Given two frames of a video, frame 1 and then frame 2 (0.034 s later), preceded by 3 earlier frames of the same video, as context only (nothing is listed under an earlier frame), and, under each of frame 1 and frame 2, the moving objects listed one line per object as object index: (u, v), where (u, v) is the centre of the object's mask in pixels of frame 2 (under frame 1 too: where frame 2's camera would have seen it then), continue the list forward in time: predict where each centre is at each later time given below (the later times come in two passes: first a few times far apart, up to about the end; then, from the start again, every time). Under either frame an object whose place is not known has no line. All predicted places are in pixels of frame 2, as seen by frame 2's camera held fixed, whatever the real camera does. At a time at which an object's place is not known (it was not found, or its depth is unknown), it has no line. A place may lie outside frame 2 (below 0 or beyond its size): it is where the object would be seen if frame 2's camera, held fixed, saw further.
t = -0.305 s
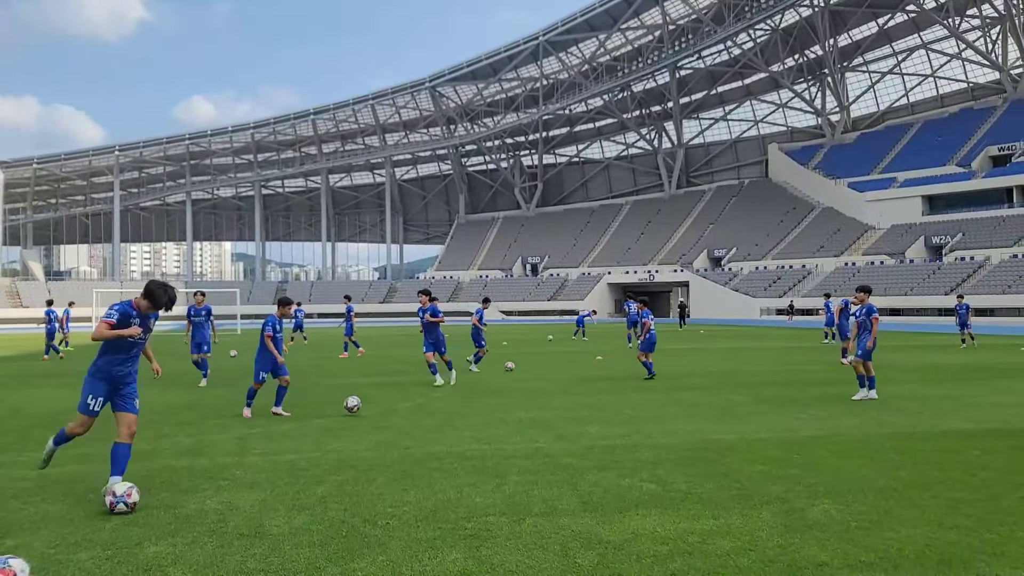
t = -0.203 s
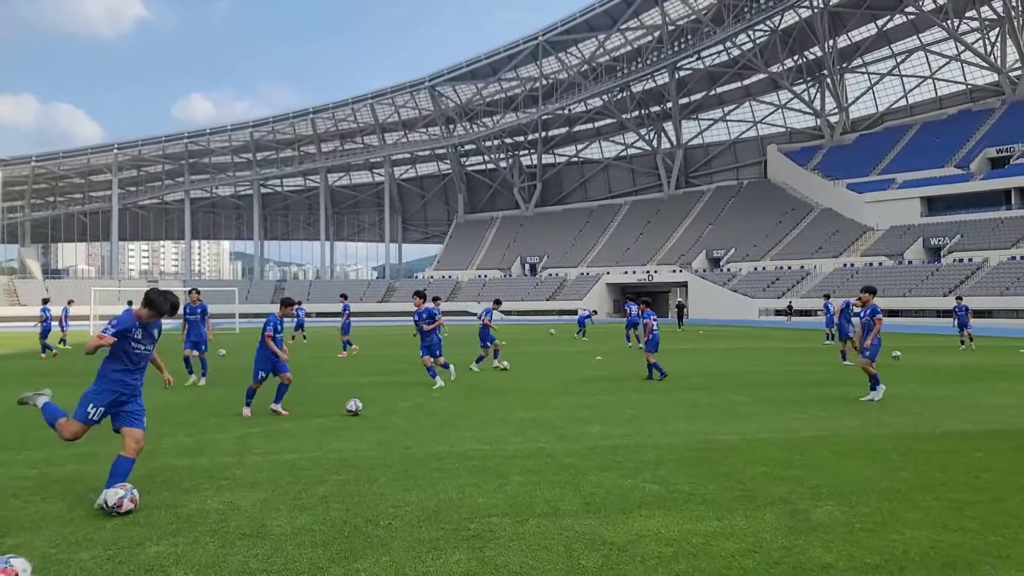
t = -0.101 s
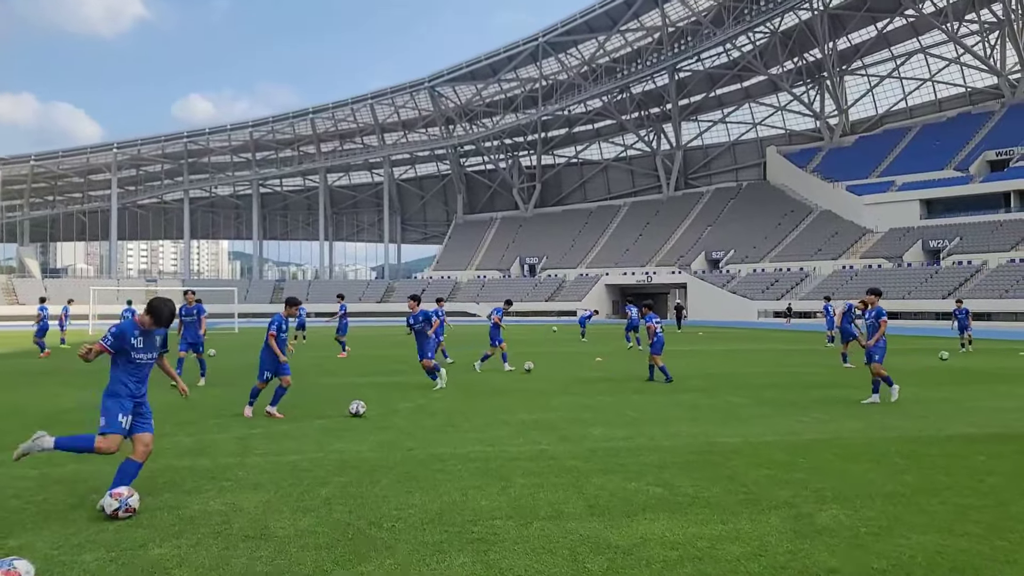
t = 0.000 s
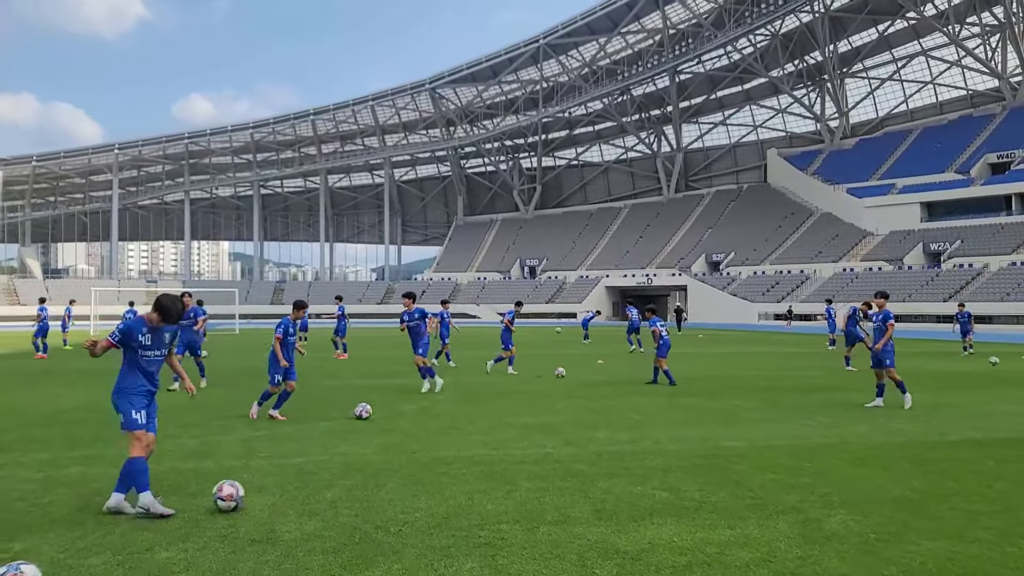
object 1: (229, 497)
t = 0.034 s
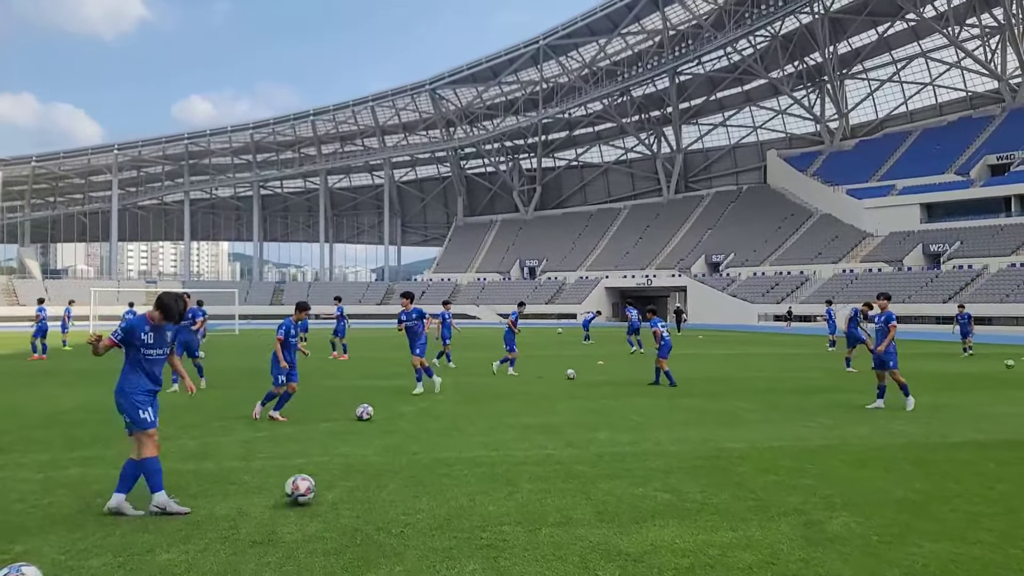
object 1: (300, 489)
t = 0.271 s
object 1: (660, 458)
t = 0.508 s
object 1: (875, 441)
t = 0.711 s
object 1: (1001, 431)
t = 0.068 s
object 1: (366, 483)
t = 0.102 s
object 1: (426, 478)
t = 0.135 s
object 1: (483, 474)
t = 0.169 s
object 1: (533, 470)
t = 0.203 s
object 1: (579, 466)
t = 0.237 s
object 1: (621, 461)
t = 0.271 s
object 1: (660, 458)
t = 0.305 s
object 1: (697, 455)
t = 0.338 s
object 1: (733, 452)
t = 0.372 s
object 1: (765, 450)
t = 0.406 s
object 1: (795, 447)
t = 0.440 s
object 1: (823, 445)
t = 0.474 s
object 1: (850, 443)
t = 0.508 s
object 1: (875, 441)
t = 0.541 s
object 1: (899, 439)
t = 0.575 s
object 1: (921, 437)
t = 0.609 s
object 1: (943, 436)
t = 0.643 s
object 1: (963, 434)
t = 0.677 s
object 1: (982, 432)
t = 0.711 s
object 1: (1001, 431)
